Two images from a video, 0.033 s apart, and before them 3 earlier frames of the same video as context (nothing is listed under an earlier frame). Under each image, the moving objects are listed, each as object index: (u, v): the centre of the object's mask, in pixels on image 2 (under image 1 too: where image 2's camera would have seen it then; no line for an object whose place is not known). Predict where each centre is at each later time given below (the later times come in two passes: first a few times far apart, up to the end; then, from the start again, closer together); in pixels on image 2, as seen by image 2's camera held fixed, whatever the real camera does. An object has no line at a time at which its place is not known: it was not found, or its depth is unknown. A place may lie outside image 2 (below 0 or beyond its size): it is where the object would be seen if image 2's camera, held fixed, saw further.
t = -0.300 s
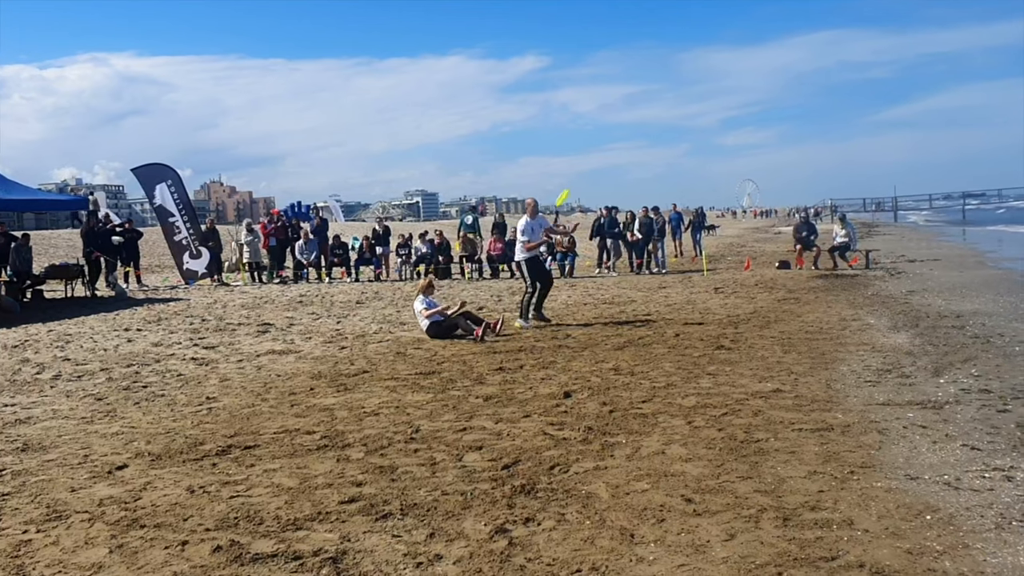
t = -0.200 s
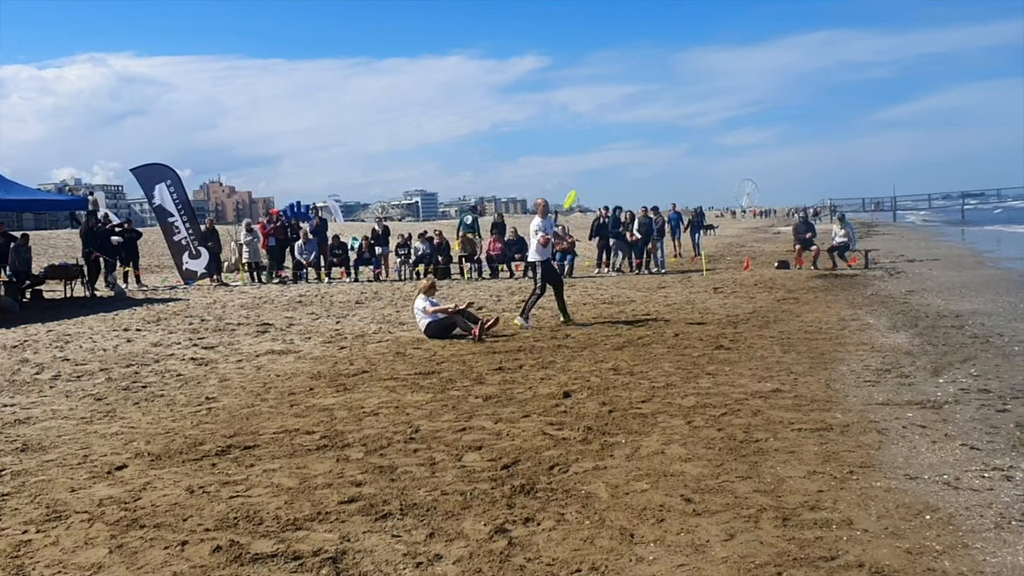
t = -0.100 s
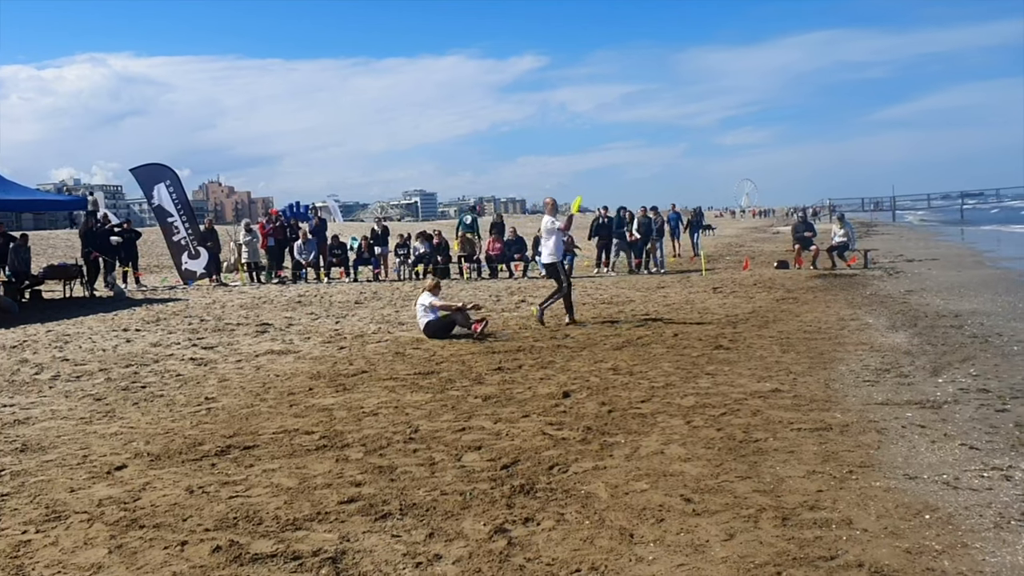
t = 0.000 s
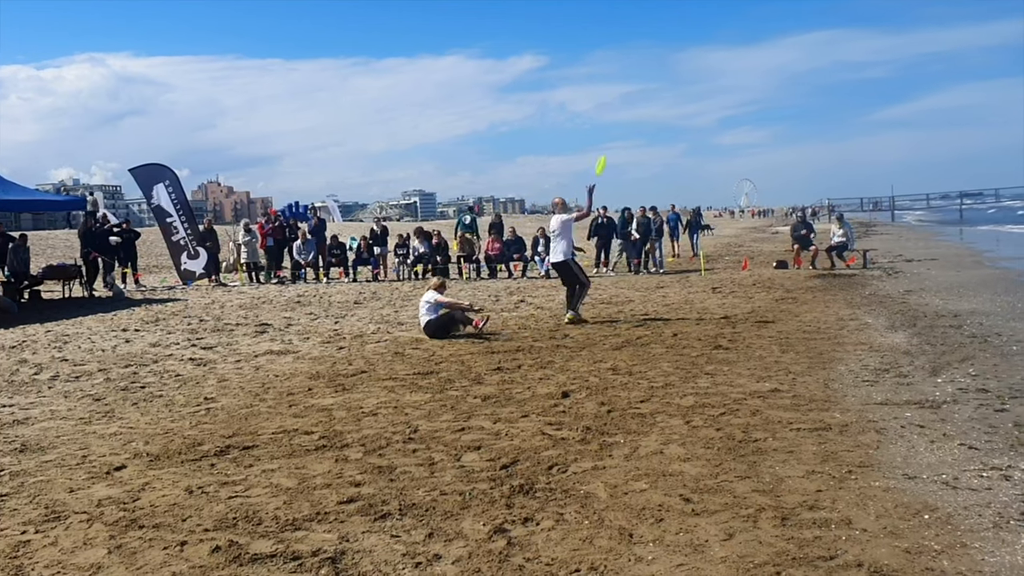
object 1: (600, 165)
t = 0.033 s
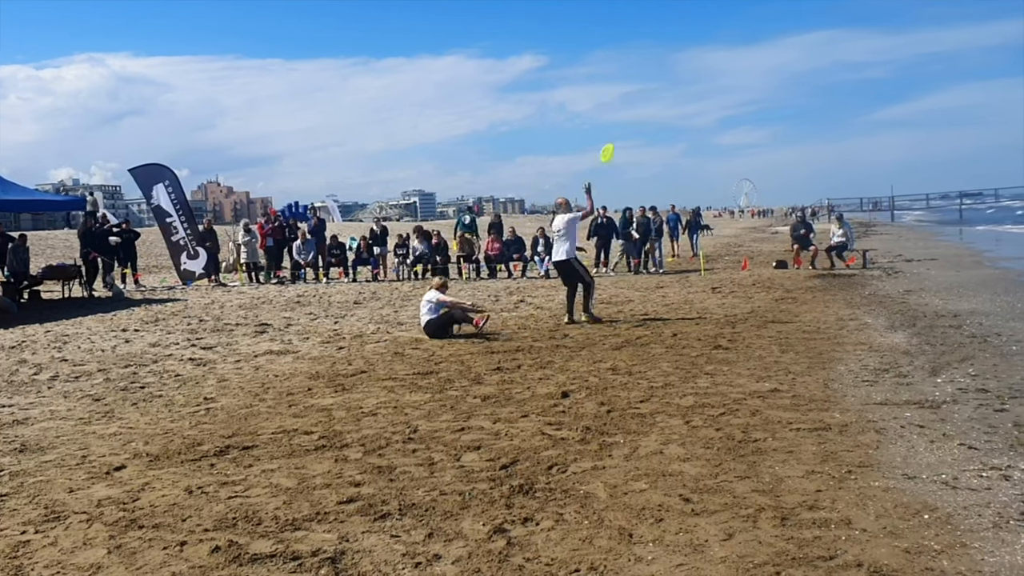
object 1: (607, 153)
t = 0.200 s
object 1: (637, 102)
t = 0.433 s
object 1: (668, 63)
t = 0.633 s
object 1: (685, 57)
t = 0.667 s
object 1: (687, 59)
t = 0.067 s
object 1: (614, 141)
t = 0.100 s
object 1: (620, 130)
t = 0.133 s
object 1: (626, 120)
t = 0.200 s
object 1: (637, 102)
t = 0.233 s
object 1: (643, 94)
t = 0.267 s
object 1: (648, 87)
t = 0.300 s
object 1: (652, 80)
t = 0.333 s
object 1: (656, 75)
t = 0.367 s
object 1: (661, 70)
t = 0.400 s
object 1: (664, 66)
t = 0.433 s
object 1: (668, 63)
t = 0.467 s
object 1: (671, 60)
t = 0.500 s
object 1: (674, 57)
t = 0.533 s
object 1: (677, 57)
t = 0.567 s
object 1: (680, 56)
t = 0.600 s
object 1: (683, 56)
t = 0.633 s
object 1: (685, 57)
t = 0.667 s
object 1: (687, 59)
